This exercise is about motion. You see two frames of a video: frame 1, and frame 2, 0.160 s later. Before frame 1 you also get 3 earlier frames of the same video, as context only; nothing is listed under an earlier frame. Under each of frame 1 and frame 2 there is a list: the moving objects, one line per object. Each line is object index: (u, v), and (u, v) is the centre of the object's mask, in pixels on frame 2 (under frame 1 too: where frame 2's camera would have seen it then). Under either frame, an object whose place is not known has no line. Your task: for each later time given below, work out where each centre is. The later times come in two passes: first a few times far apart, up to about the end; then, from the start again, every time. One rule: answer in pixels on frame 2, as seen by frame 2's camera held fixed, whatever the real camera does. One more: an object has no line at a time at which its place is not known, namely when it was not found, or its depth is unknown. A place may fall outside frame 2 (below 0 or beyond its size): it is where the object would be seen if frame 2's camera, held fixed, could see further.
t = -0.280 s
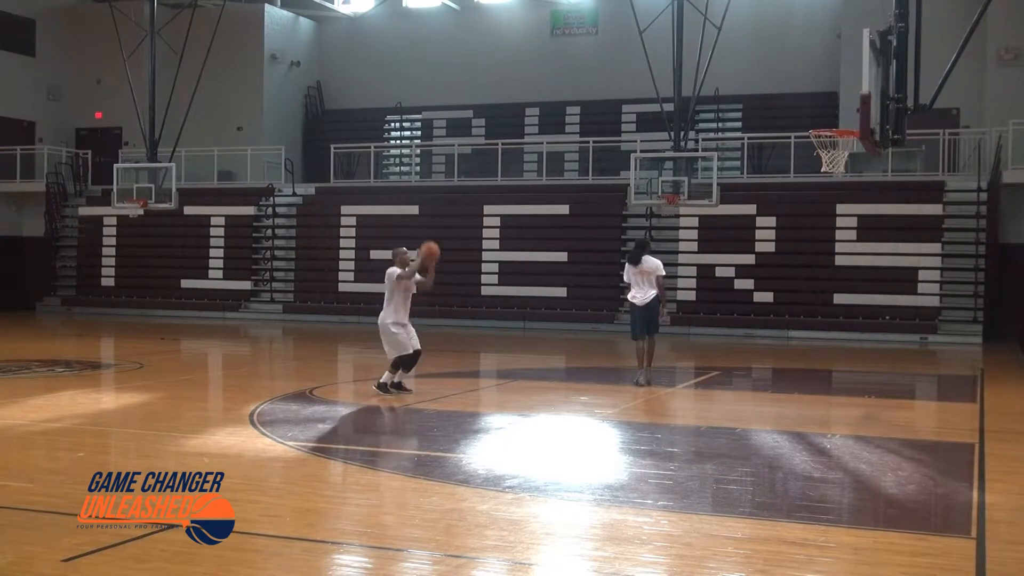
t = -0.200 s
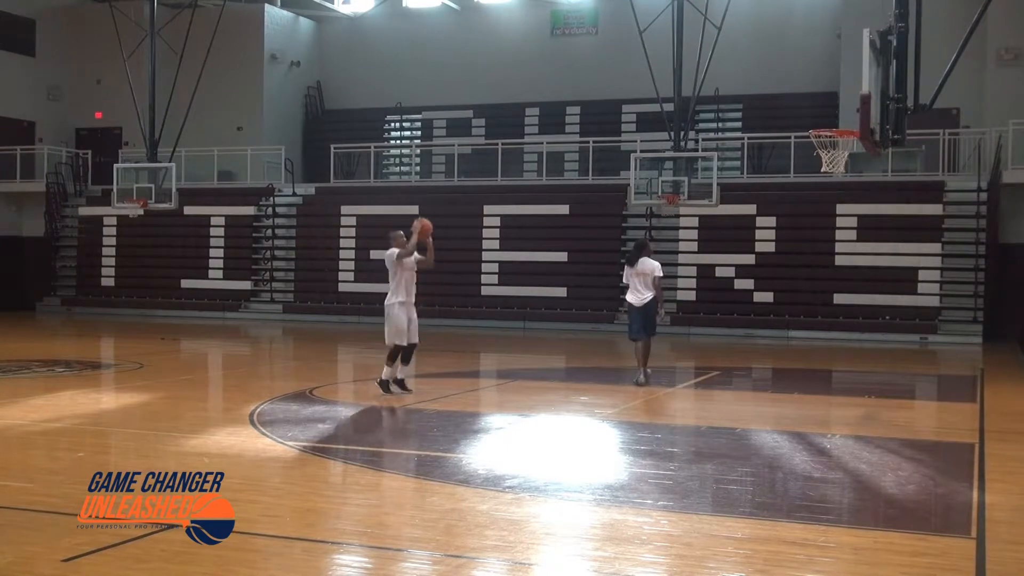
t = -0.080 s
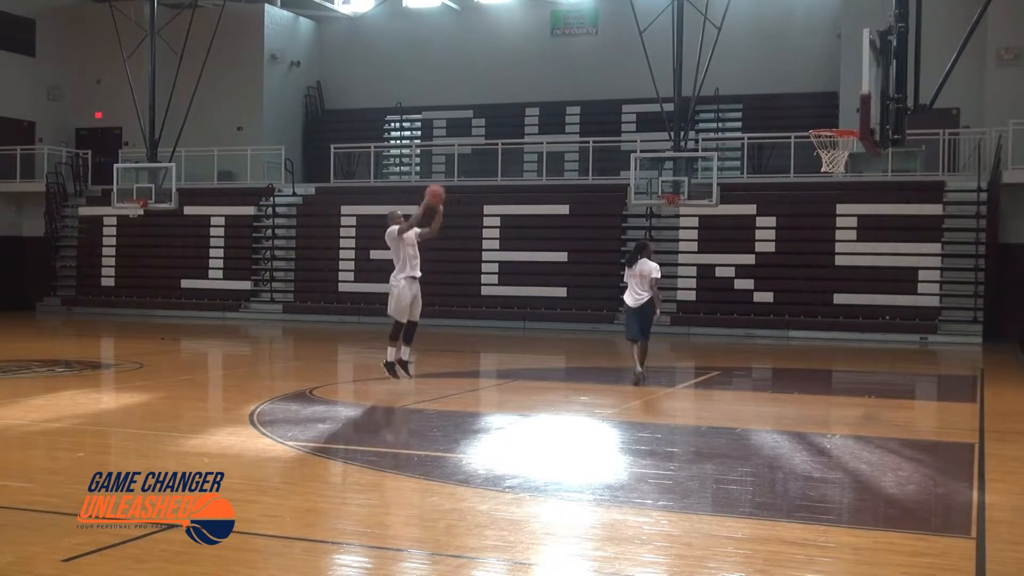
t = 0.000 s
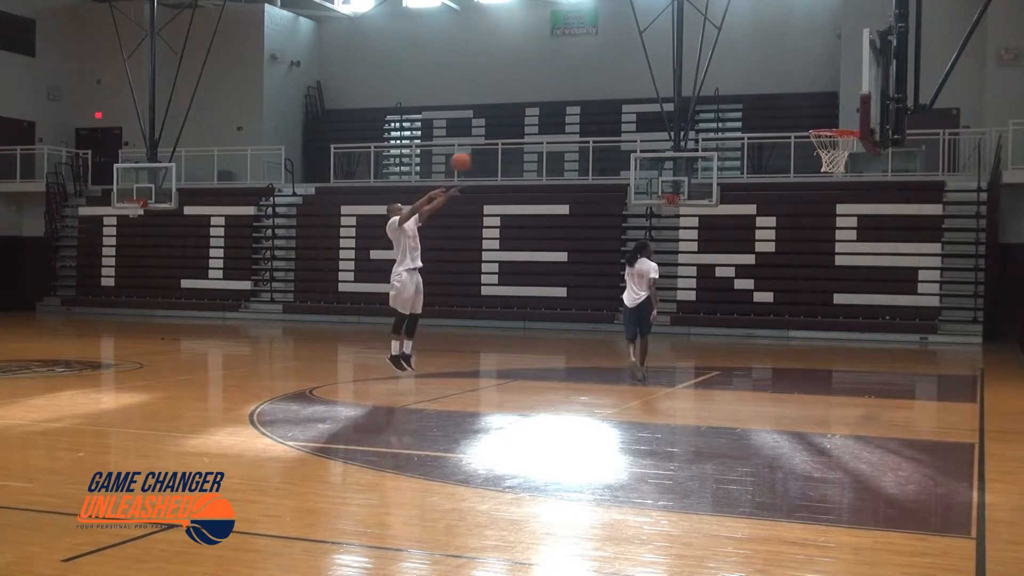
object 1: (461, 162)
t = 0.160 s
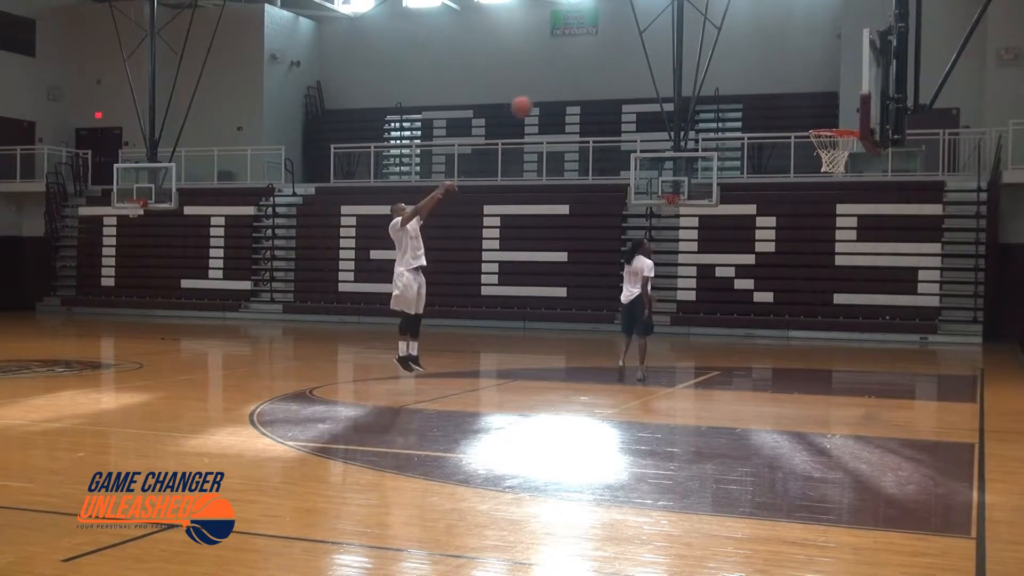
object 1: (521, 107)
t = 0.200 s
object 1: (537, 95)
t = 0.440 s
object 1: (630, 58)
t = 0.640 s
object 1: (710, 64)
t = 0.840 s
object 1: (791, 105)
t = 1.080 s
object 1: (840, 116)
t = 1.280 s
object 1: (821, 99)
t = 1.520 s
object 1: (798, 125)
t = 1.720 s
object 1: (777, 188)
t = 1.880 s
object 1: (760, 264)
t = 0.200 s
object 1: (537, 95)
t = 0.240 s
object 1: (553, 87)
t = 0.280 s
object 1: (568, 78)
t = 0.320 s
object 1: (583, 71)
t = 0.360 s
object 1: (599, 66)
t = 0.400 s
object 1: (615, 61)
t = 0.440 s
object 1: (630, 58)
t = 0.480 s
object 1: (647, 57)
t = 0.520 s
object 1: (662, 57)
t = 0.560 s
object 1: (678, 58)
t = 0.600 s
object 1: (694, 60)
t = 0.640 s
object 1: (710, 64)
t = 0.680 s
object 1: (726, 70)
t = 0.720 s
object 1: (743, 76)
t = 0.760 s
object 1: (759, 83)
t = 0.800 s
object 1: (774, 94)
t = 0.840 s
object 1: (791, 105)
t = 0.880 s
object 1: (807, 118)
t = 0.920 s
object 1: (819, 122)
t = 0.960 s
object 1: (829, 122)
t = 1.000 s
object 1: (839, 123)
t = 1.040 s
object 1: (844, 122)
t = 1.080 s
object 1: (840, 116)
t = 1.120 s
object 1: (837, 110)
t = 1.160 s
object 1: (833, 105)
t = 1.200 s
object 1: (829, 102)
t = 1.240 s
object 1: (825, 99)
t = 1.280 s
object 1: (821, 99)
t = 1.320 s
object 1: (818, 100)
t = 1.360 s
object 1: (814, 102)
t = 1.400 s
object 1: (810, 106)
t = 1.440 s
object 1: (806, 111)
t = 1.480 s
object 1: (802, 117)
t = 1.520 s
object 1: (798, 125)
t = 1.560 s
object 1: (794, 134)
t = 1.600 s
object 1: (790, 146)
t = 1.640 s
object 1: (785, 157)
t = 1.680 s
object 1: (781, 172)
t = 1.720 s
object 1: (777, 188)
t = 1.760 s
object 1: (773, 204)
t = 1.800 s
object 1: (769, 222)
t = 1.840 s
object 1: (764, 243)
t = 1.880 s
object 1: (760, 264)
